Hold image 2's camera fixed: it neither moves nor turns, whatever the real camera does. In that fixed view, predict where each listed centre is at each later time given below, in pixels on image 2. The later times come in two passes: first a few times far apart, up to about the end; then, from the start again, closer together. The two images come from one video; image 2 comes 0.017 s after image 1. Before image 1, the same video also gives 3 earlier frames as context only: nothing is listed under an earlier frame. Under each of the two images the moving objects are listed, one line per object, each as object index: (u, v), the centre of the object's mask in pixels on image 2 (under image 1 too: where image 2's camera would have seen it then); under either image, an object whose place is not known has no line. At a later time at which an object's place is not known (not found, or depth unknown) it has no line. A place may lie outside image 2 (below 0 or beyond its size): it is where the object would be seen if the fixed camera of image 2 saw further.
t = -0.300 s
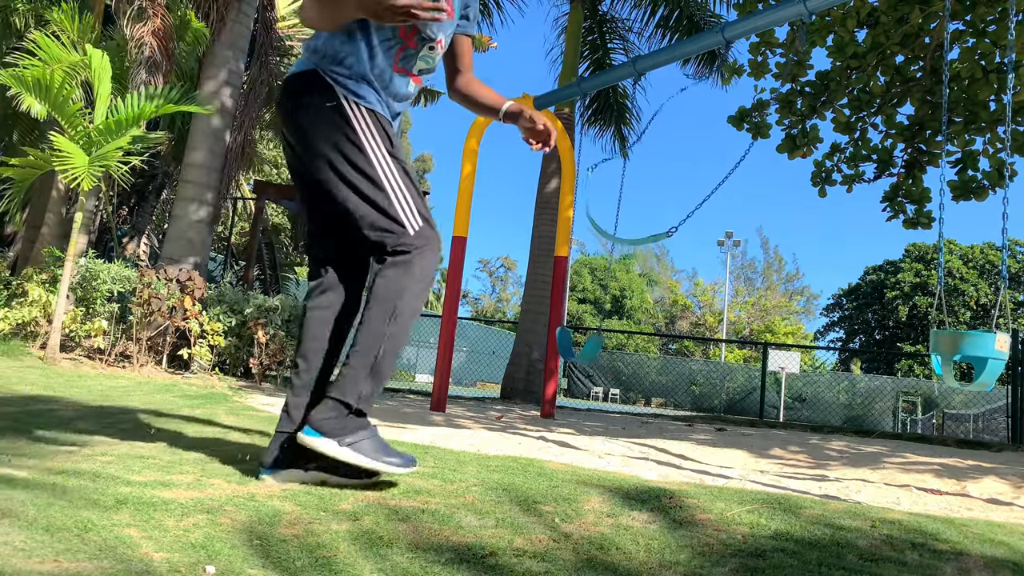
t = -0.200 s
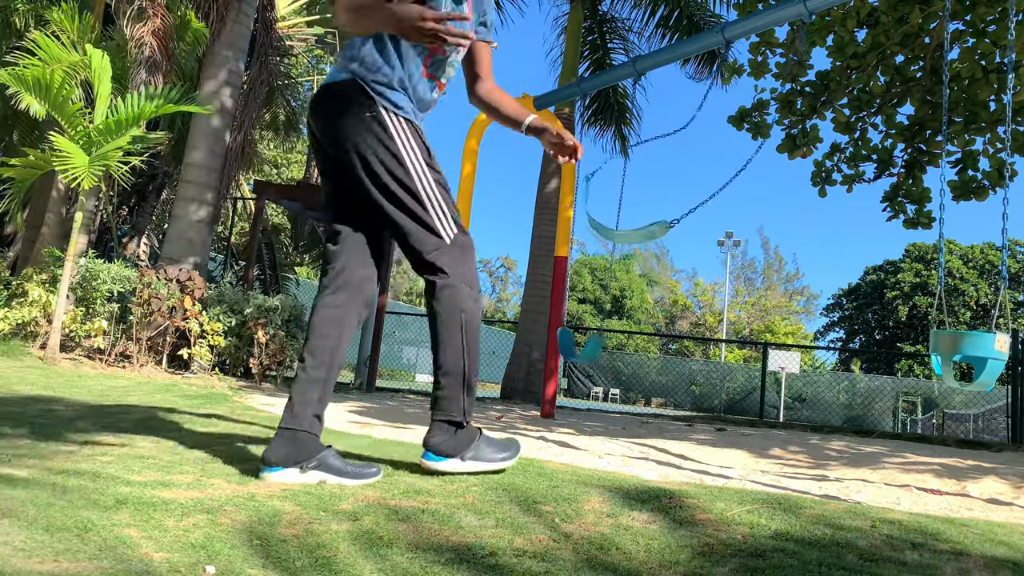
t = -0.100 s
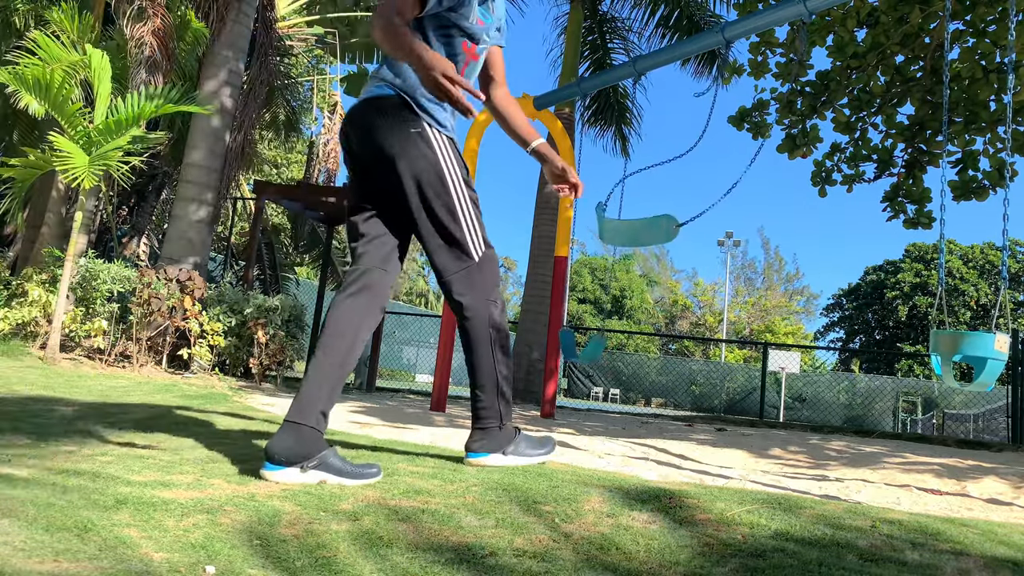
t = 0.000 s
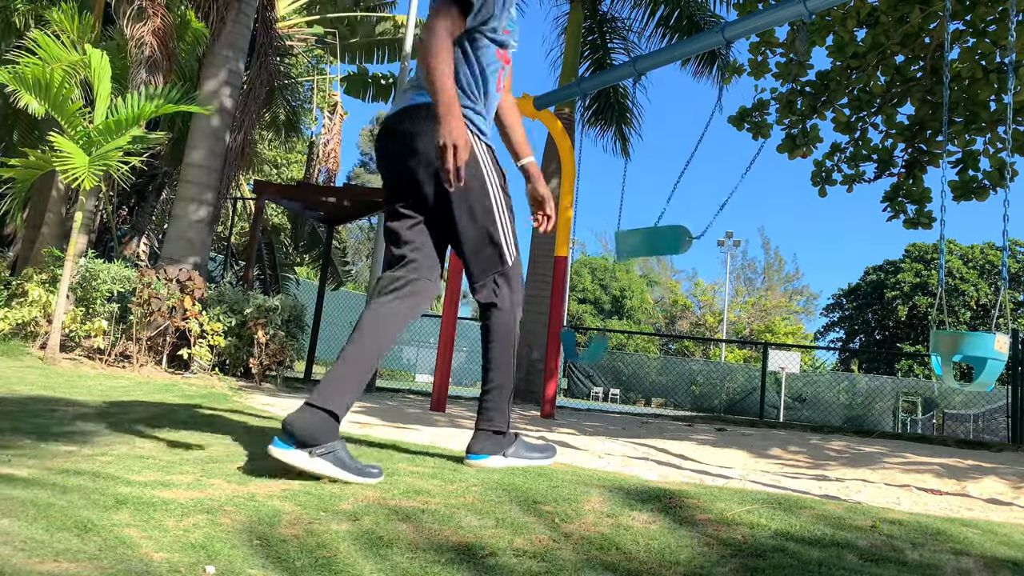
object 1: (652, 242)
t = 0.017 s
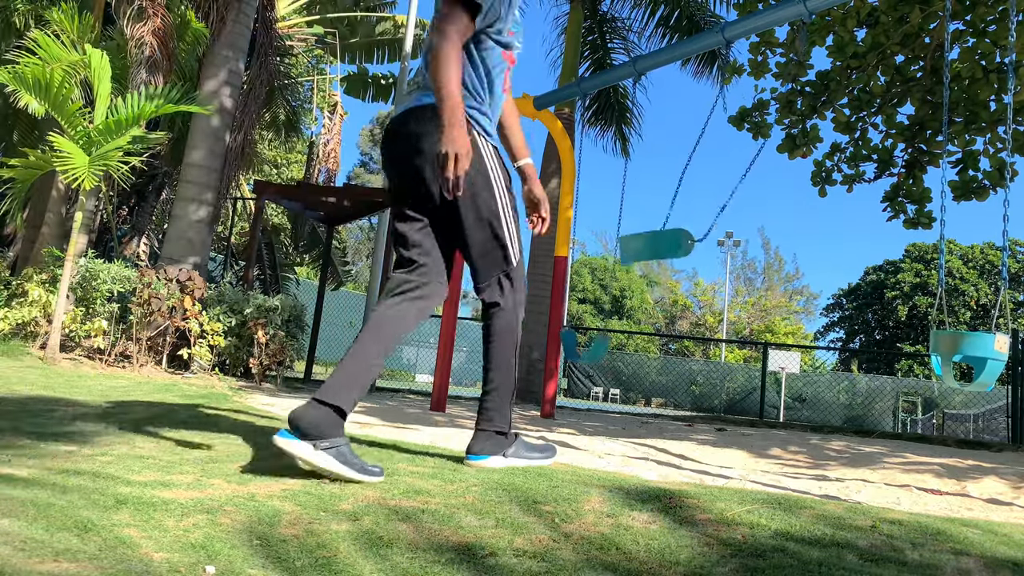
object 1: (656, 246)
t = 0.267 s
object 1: (714, 335)
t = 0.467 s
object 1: (774, 346)
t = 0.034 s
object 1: (659, 250)
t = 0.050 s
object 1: (661, 254)
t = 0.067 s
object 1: (664, 260)
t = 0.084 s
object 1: (667, 265)
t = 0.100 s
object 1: (670, 271)
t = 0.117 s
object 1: (673, 277)
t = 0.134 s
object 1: (677, 284)
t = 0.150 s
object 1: (680, 291)
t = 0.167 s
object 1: (684, 298)
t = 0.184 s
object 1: (689, 305)
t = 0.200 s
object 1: (693, 311)
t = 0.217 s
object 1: (698, 318)
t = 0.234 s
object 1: (702, 324)
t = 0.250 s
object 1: (707, 329)
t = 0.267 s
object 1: (714, 335)
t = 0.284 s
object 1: (720, 338)
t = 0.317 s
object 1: (732, 342)
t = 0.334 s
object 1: (737, 344)
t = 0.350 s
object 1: (743, 345)
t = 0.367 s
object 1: (748, 345)
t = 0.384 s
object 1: (753, 346)
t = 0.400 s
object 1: (757, 346)
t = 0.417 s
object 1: (761, 346)
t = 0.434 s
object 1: (766, 346)
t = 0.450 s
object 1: (770, 346)
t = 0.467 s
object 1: (774, 346)
